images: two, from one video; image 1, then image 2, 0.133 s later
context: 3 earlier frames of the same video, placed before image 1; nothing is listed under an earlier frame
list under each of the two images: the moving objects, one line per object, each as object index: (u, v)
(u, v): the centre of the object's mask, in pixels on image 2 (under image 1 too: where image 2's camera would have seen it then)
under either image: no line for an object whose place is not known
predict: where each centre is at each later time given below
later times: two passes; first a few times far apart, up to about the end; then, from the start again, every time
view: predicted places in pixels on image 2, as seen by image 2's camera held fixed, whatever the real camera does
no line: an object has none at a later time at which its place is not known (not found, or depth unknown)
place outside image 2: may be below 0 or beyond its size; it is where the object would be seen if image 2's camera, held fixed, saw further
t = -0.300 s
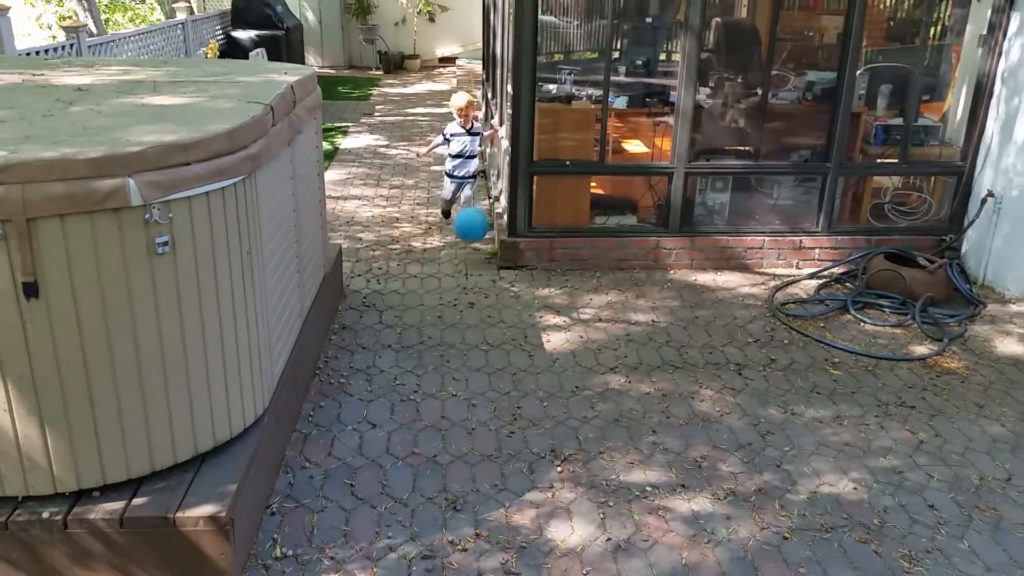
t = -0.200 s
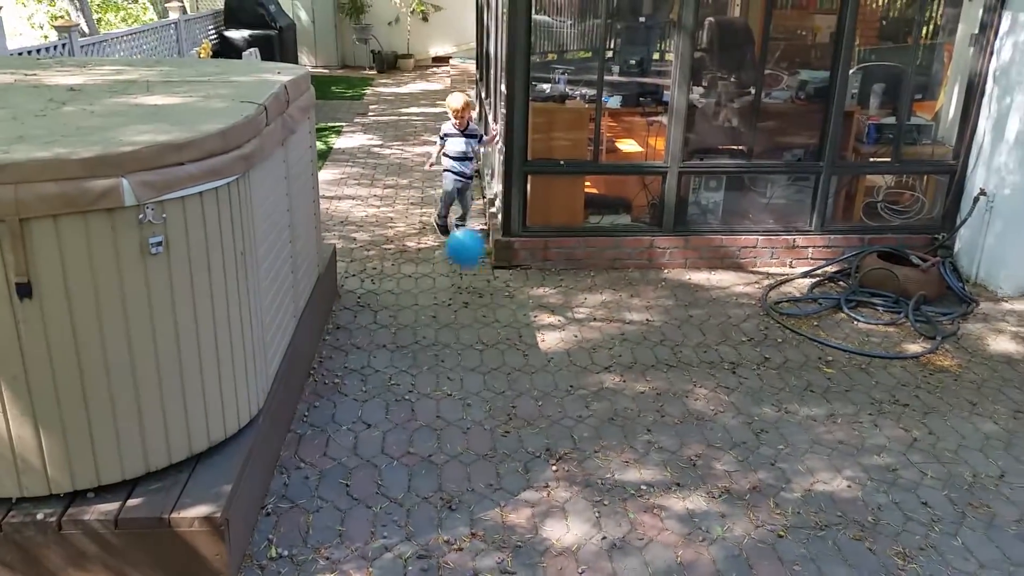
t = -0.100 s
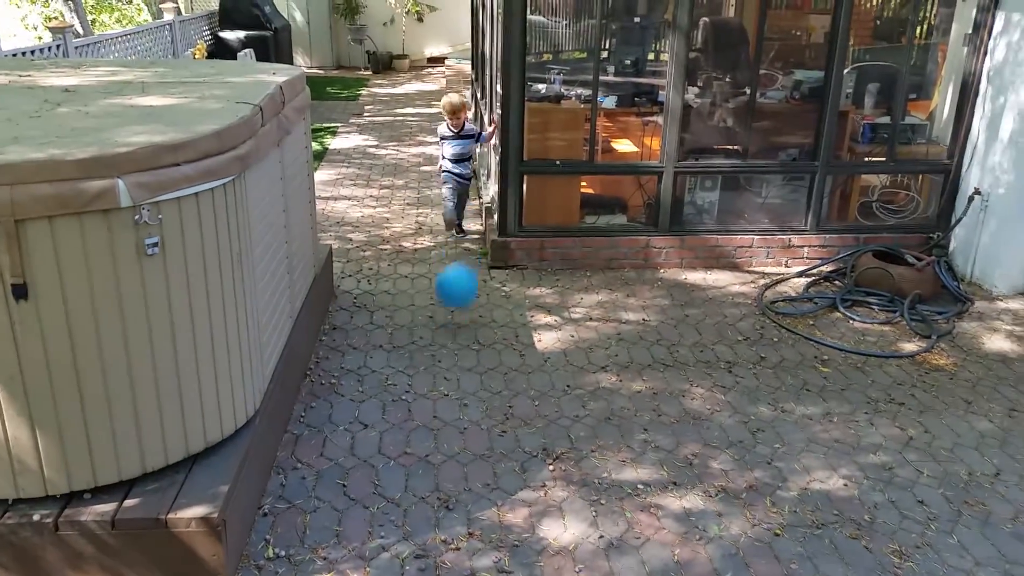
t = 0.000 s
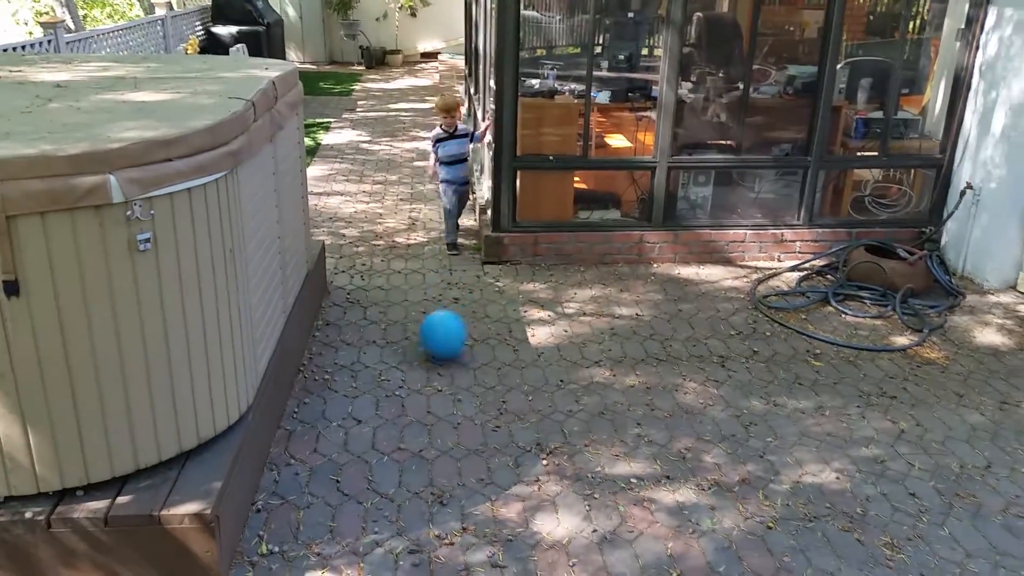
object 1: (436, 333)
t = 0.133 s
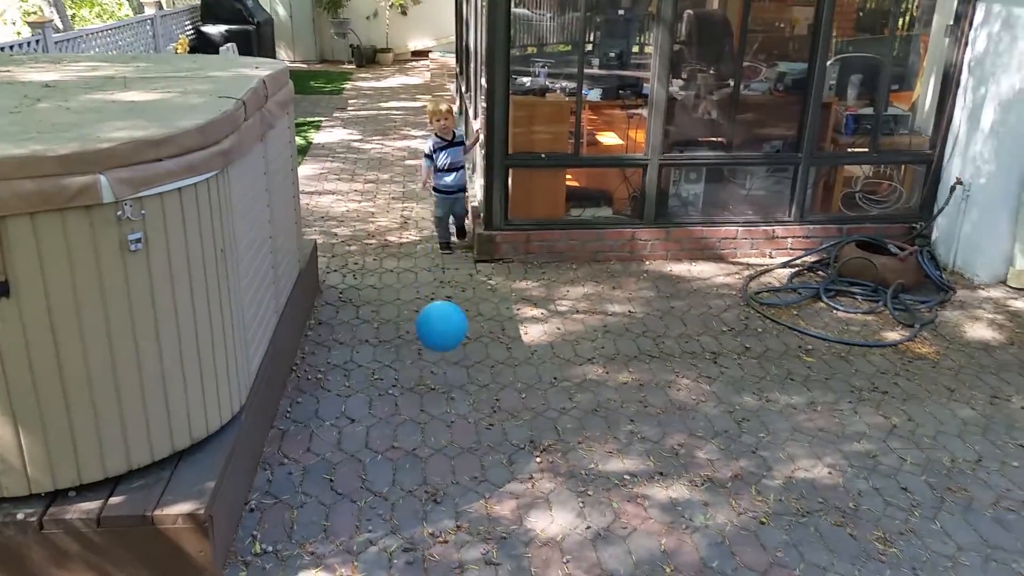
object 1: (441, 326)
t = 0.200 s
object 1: (445, 335)
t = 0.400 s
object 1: (458, 414)
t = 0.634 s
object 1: (475, 459)
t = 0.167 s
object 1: (444, 329)
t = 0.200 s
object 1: (445, 335)
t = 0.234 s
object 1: (447, 343)
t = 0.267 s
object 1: (449, 353)
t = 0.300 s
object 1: (451, 366)
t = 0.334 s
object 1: (452, 383)
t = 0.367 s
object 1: (455, 402)
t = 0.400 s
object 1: (458, 414)
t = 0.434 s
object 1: (460, 414)
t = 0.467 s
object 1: (462, 414)
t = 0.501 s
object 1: (464, 417)
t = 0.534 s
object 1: (466, 423)
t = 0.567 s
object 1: (469, 433)
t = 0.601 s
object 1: (472, 444)
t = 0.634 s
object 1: (475, 459)
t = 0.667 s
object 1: (477, 476)
